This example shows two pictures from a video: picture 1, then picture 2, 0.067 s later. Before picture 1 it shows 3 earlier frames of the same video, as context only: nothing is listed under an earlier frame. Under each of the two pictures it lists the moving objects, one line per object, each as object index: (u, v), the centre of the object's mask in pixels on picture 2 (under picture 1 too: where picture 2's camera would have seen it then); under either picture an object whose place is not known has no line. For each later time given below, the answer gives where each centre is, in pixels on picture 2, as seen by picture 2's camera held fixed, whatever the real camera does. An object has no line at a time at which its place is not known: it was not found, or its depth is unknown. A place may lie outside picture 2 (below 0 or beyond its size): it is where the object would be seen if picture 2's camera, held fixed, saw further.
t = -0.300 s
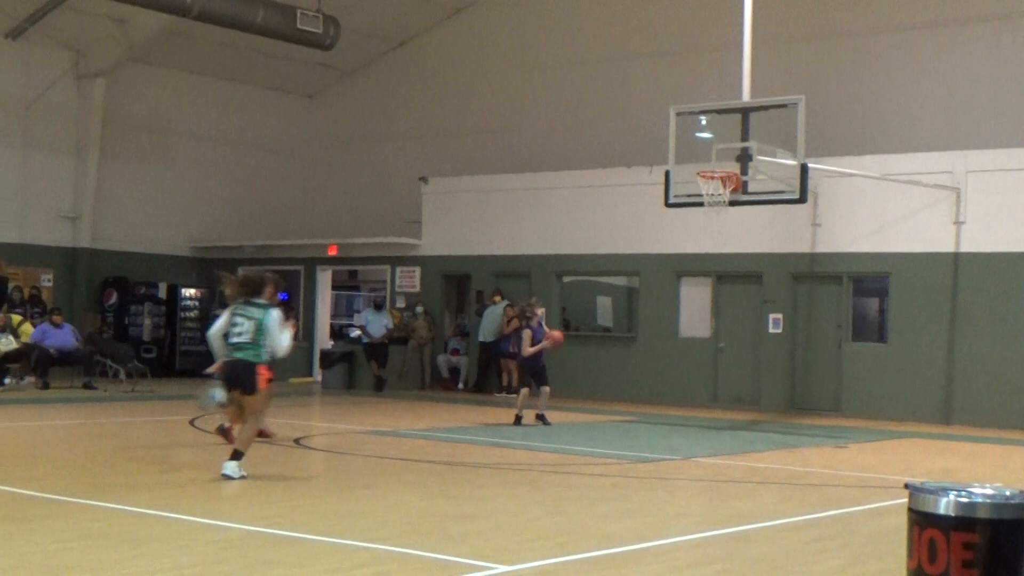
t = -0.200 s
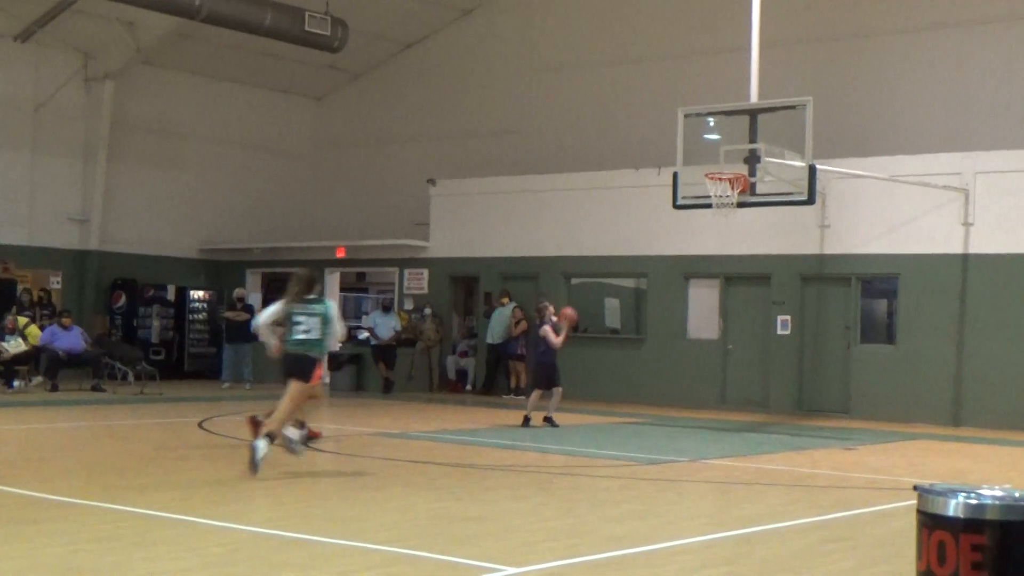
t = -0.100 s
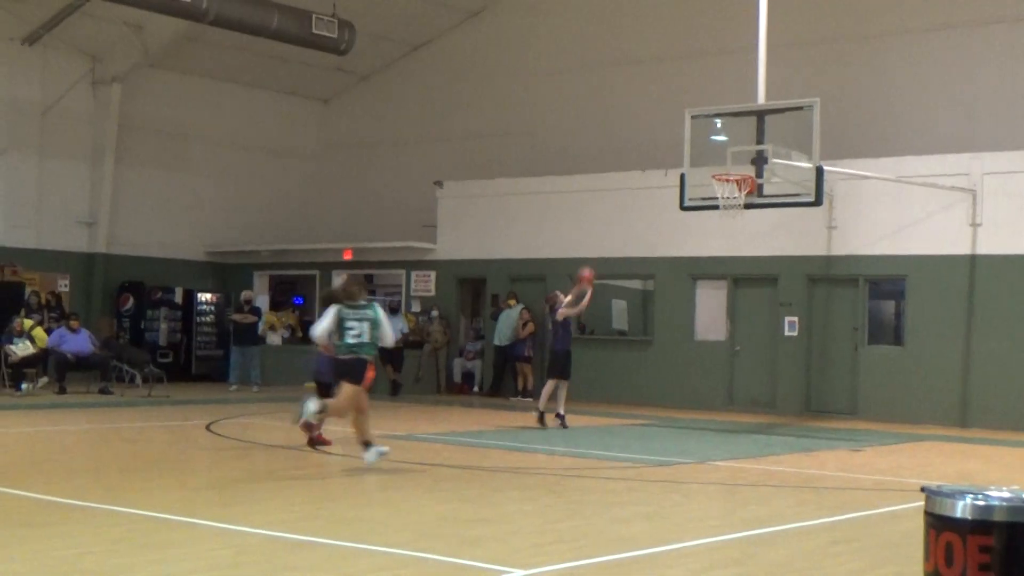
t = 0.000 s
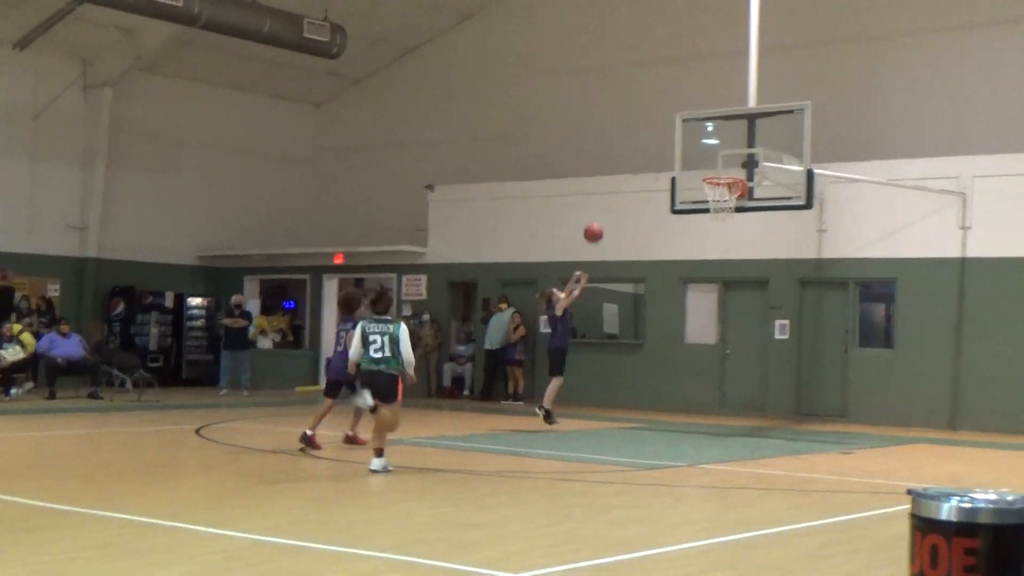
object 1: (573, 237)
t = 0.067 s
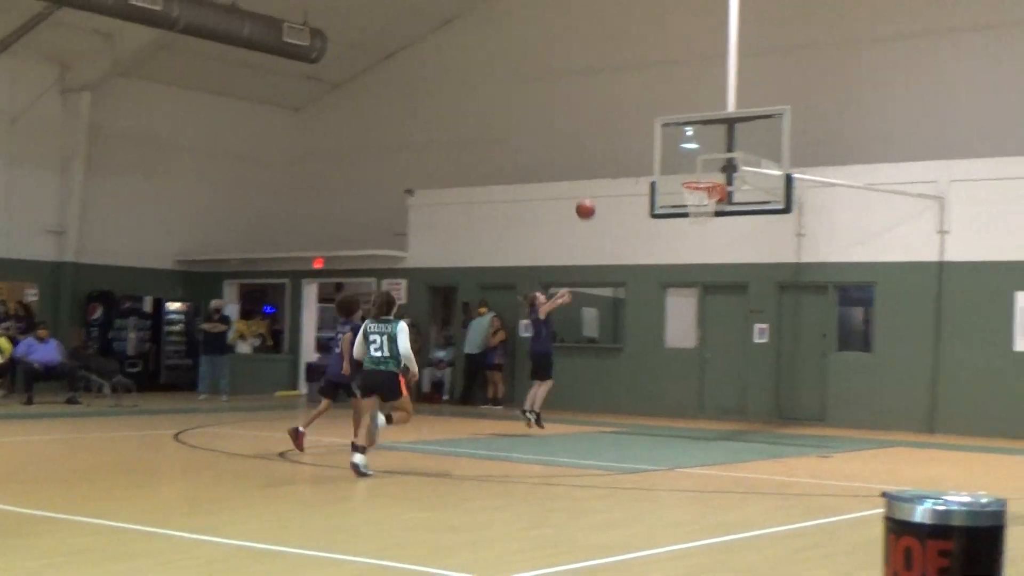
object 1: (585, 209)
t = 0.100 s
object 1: (591, 197)
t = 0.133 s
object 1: (598, 185)
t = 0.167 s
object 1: (605, 174)
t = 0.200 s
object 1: (611, 164)
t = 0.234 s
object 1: (617, 155)
